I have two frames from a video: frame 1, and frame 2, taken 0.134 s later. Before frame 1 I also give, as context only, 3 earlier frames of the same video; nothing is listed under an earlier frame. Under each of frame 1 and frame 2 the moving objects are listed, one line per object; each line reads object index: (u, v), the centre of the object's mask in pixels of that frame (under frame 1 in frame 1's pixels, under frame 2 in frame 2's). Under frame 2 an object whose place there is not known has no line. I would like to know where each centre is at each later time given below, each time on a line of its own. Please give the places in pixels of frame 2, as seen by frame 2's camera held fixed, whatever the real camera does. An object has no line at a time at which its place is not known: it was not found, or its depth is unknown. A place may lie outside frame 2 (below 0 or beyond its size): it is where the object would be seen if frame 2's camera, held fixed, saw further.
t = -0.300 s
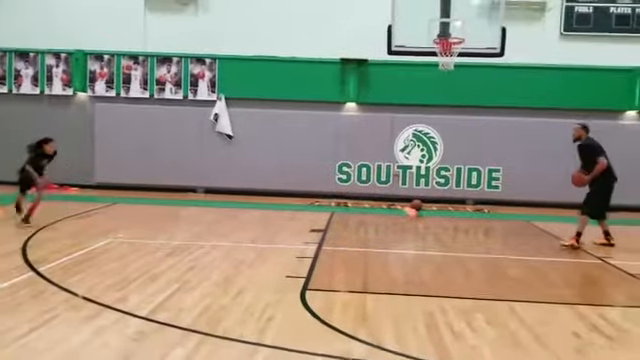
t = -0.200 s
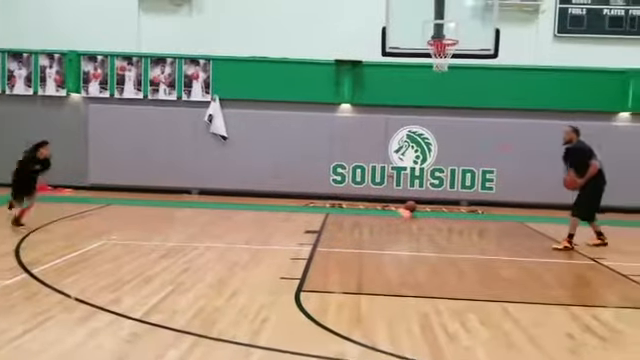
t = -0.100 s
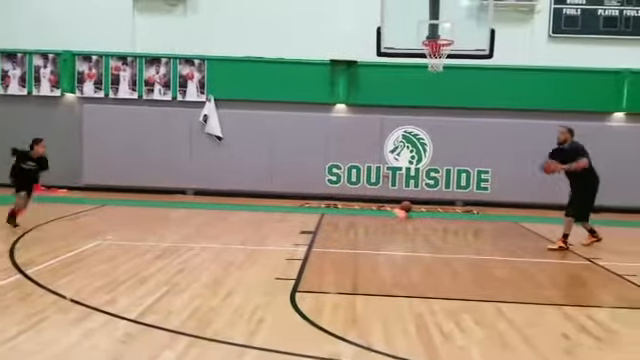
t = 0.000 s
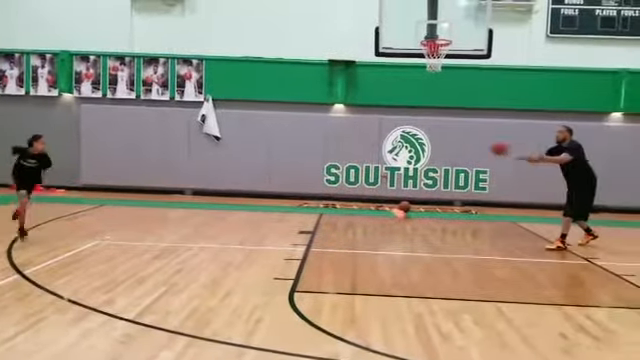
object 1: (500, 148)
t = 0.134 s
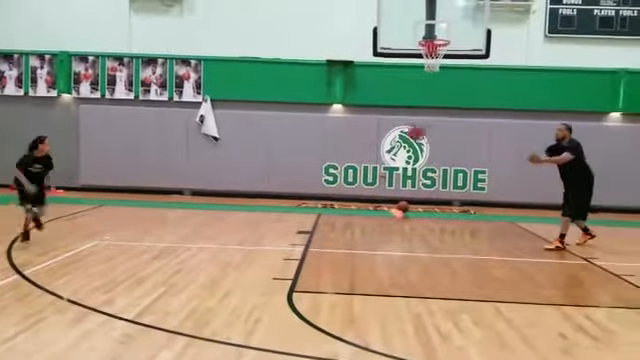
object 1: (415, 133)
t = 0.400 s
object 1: (230, 130)
